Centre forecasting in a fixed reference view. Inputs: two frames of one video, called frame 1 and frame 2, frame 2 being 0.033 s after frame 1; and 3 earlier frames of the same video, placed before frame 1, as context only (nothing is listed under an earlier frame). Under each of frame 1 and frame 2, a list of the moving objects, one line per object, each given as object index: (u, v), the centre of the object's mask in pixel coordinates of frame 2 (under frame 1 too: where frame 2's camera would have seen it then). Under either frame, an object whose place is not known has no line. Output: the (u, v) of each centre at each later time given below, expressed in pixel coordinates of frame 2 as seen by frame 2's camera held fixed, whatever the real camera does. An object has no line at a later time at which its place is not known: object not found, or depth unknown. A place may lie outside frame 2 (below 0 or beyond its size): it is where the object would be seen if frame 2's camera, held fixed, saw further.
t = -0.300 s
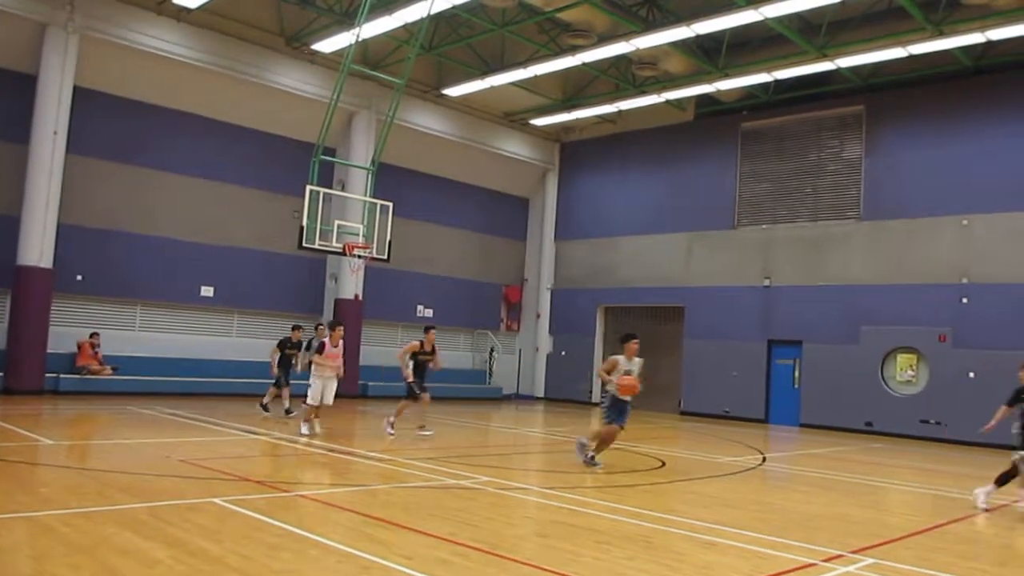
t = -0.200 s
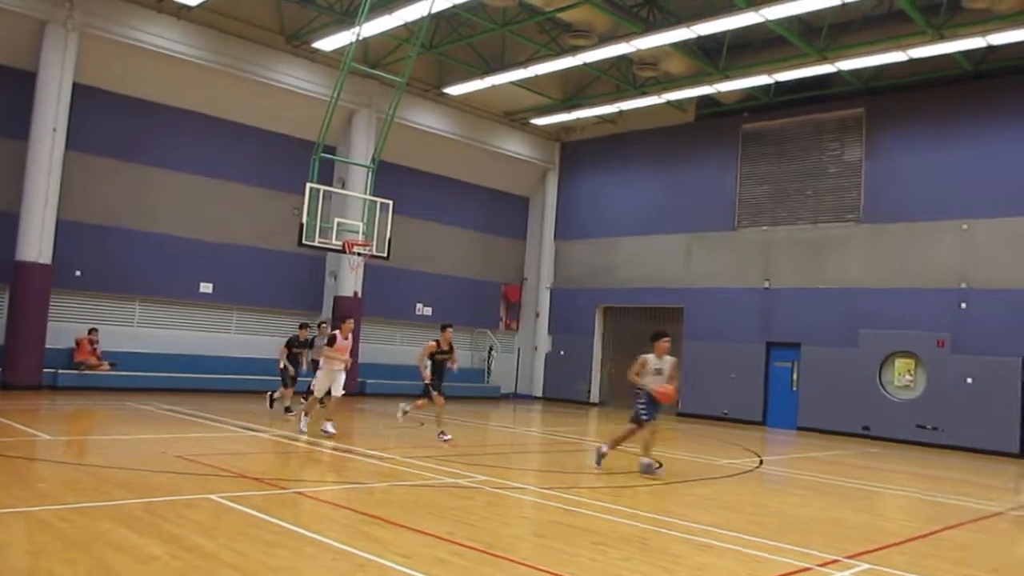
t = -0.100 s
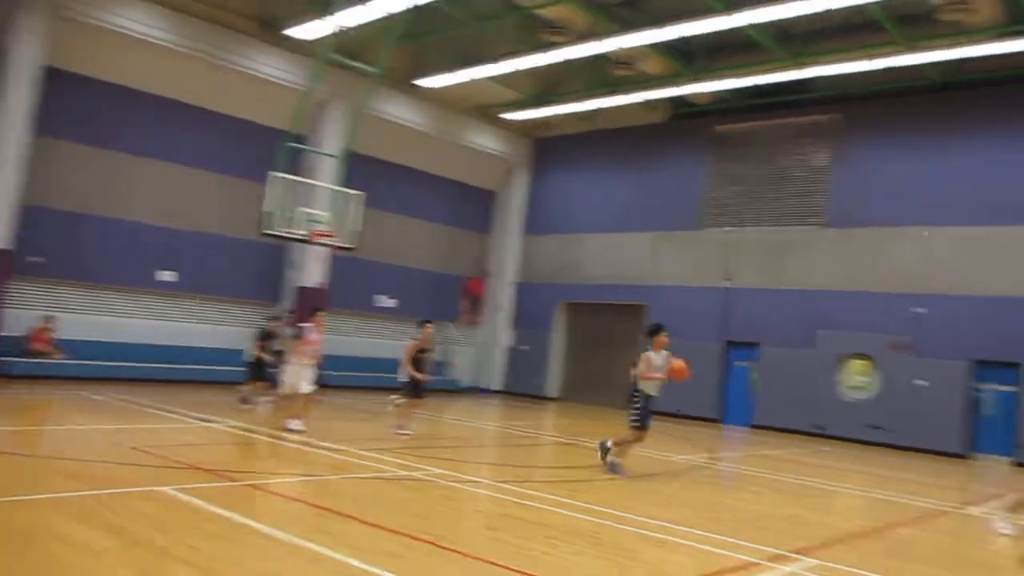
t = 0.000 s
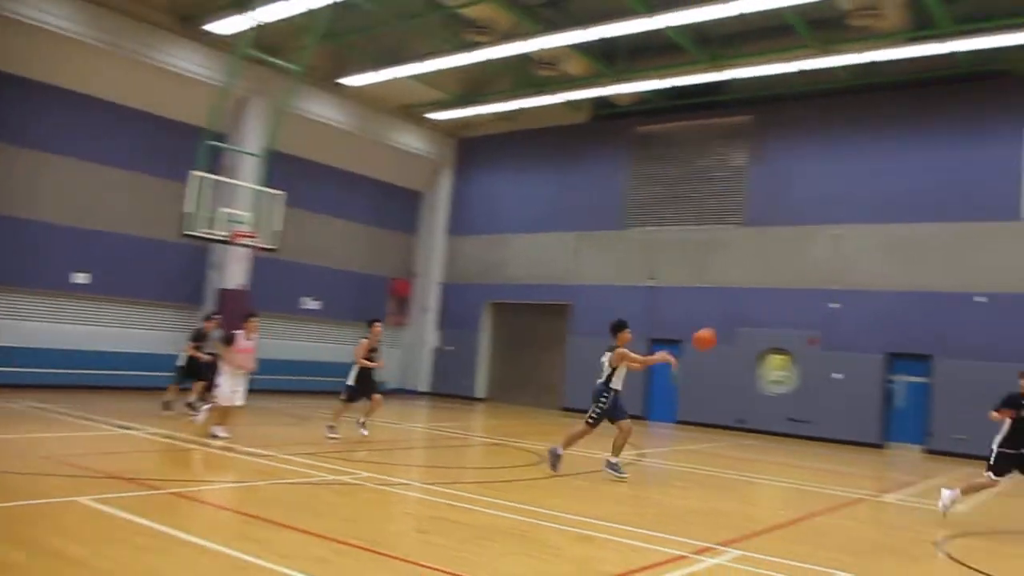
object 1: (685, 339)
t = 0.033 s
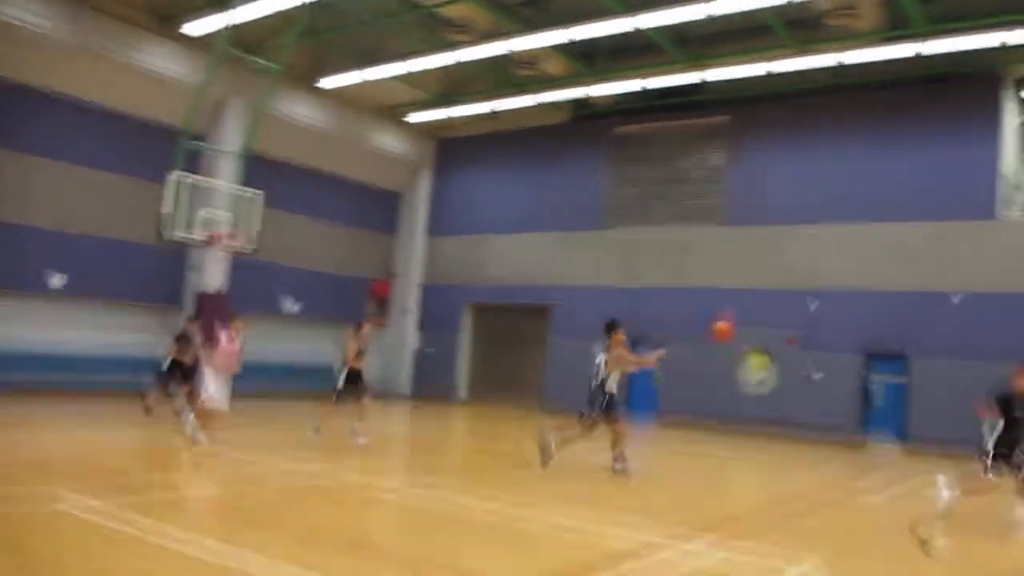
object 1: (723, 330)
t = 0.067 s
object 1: (762, 318)
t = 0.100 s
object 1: (804, 315)
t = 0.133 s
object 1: (842, 308)
